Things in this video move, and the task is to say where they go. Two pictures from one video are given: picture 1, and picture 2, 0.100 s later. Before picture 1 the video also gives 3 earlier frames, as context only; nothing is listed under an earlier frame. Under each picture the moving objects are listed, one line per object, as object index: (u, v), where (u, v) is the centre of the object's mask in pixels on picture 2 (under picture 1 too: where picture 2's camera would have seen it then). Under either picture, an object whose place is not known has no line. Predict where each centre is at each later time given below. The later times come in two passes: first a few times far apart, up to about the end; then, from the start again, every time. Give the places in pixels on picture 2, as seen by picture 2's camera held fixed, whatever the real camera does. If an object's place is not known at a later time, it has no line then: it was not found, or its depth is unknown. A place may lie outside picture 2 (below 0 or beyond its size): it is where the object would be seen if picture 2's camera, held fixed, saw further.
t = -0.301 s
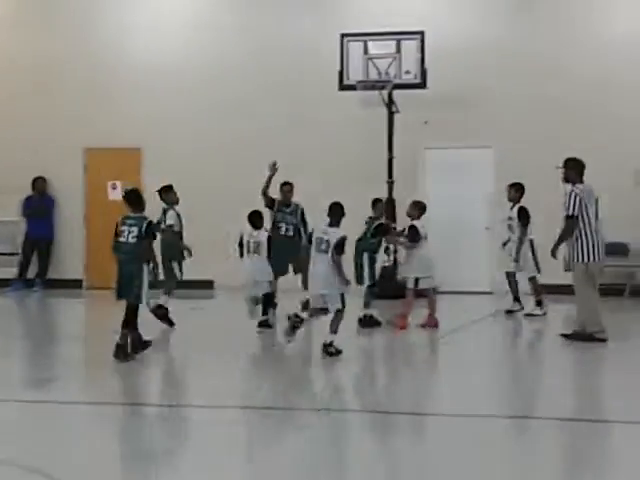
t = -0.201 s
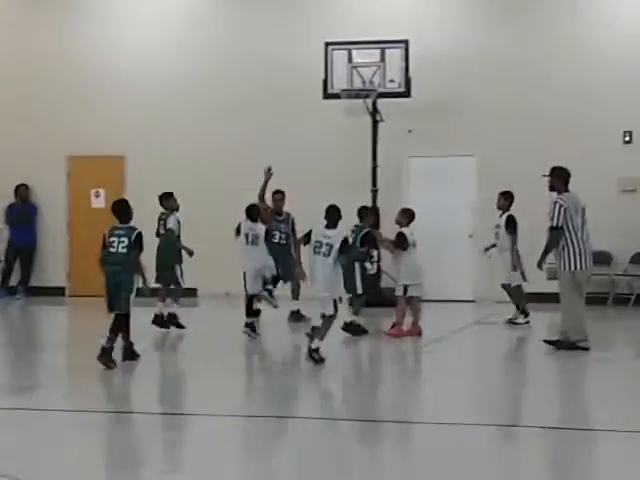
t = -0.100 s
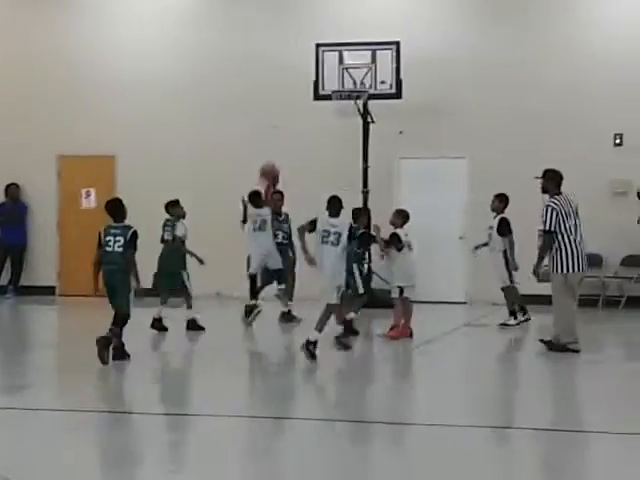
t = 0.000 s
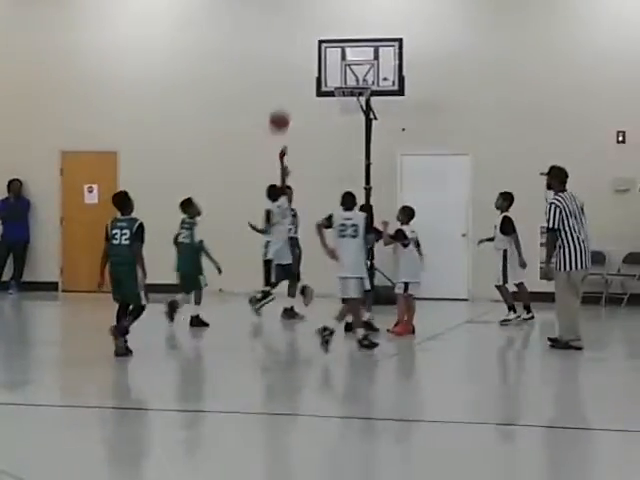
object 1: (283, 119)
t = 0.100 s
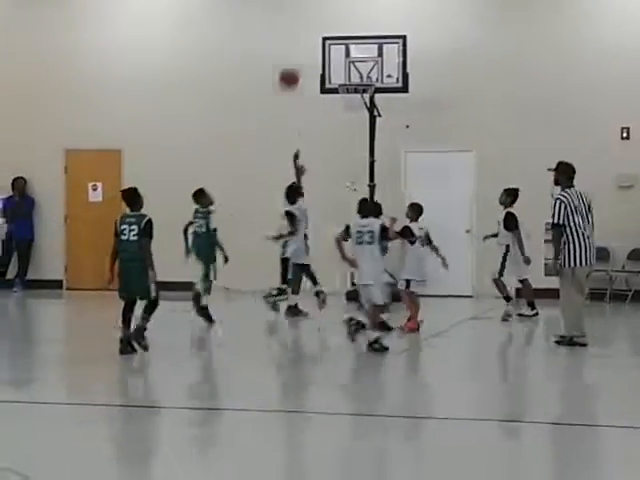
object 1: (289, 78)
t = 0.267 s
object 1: (298, 31)
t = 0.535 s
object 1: (312, 9)
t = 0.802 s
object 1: (324, 38)
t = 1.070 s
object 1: (317, 110)
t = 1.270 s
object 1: (290, 180)
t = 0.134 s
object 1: (291, 67)
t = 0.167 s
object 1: (293, 56)
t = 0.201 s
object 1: (294, 47)
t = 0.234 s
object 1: (296, 39)
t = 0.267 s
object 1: (298, 31)
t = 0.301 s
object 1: (300, 25)
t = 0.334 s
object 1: (301, 20)
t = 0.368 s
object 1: (303, 15)
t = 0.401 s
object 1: (305, 12)
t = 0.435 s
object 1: (307, 10)
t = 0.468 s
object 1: (309, 9)
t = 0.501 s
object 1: (310, 9)
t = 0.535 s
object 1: (312, 9)
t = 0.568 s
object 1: (313, 8)
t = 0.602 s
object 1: (315, 10)
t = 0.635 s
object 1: (317, 12)
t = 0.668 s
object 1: (318, 16)
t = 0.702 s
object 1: (319, 21)
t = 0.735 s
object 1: (321, 26)
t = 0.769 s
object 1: (323, 32)
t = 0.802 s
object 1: (324, 38)
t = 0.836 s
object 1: (325, 46)
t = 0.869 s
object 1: (327, 56)
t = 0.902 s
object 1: (329, 65)
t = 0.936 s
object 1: (329, 74)
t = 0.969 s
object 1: (333, 85)
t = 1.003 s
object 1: (328, 92)
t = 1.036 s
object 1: (322, 101)
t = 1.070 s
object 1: (317, 110)
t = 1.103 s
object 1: (313, 119)
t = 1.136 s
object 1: (307, 130)
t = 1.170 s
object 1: (304, 141)
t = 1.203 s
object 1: (299, 153)
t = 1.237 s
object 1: (294, 166)
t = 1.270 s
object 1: (290, 180)
